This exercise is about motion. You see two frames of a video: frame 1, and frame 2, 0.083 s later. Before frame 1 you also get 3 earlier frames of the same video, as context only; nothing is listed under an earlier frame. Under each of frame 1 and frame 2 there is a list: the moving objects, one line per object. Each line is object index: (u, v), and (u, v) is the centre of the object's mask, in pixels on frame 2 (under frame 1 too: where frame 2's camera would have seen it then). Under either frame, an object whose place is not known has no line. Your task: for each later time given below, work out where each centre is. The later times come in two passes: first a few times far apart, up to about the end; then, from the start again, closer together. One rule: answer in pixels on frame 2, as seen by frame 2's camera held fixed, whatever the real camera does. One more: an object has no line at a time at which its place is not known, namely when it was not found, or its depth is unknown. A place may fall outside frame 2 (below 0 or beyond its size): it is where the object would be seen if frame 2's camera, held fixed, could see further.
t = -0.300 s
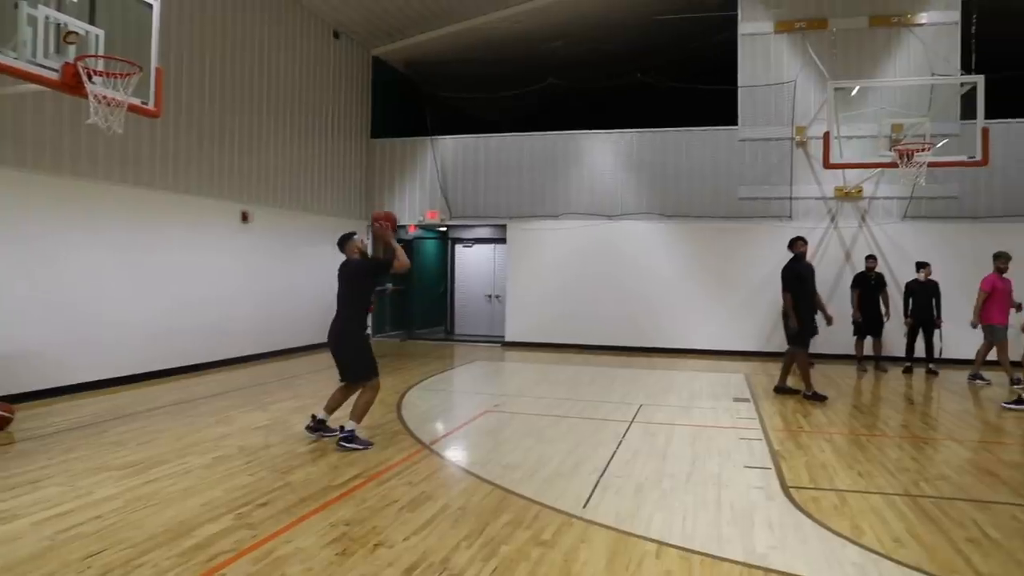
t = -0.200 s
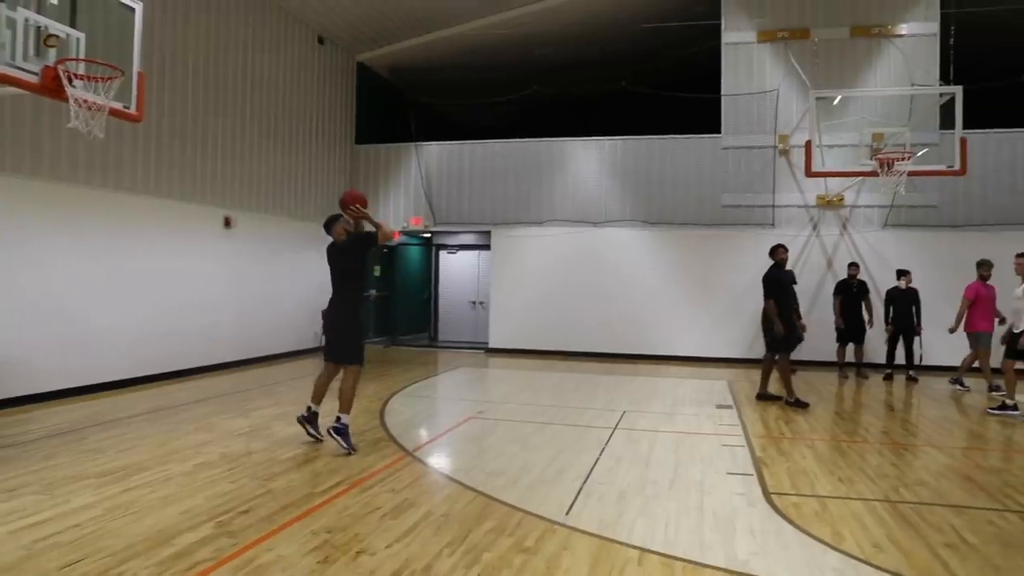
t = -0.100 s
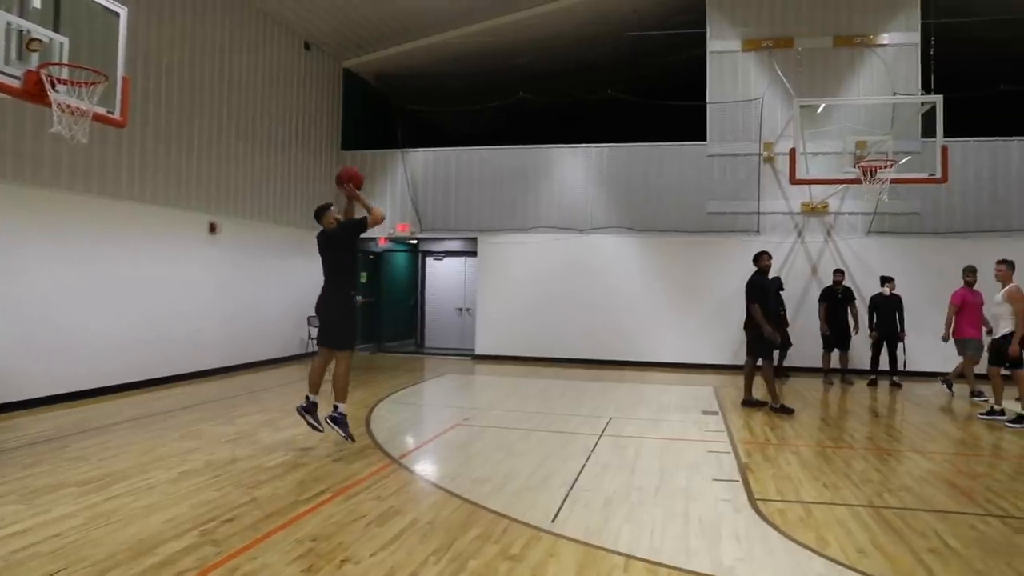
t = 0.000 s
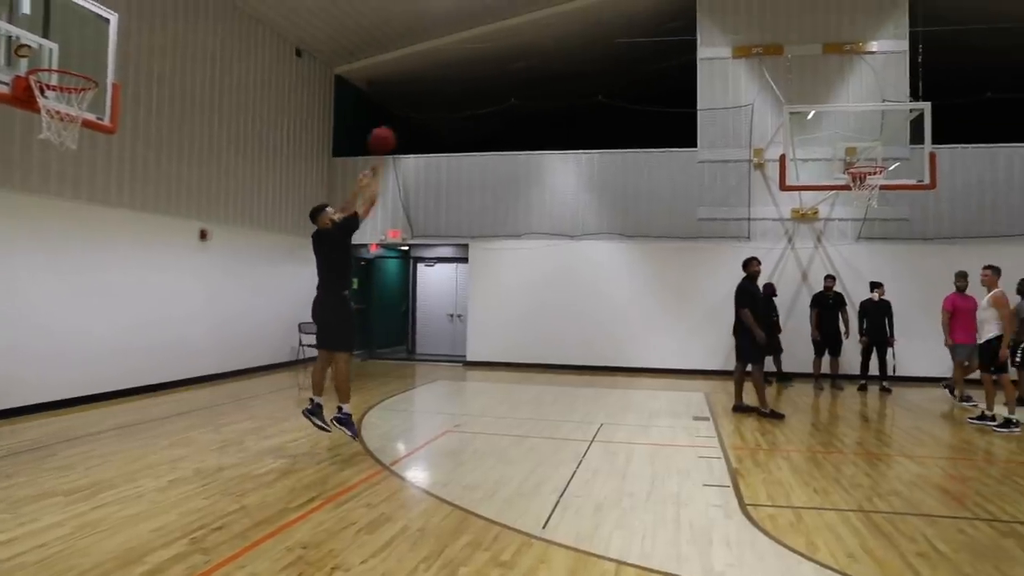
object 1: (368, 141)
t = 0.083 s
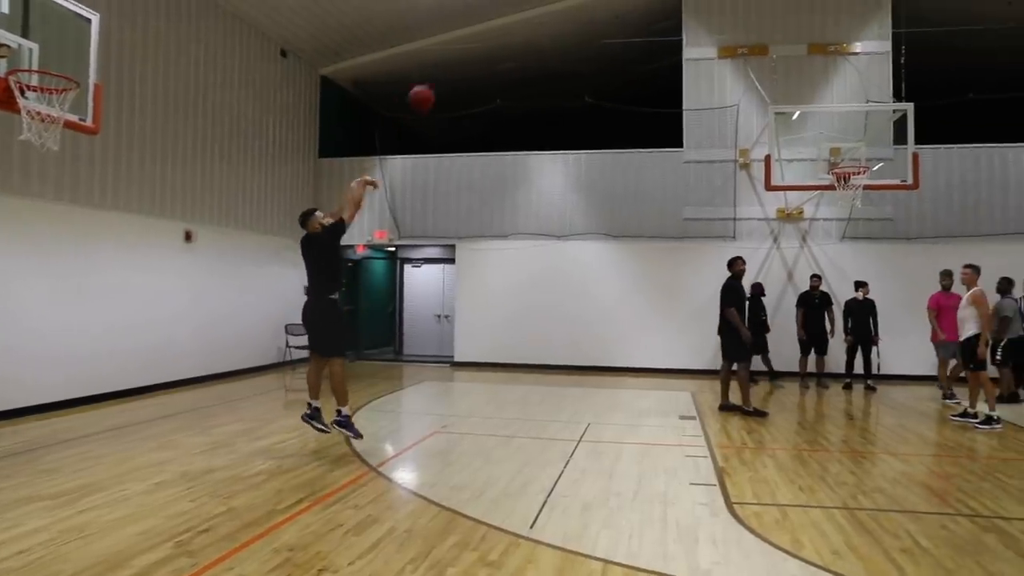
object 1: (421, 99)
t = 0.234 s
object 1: (505, 49)
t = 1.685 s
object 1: (681, 202)
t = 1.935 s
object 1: (592, 333)
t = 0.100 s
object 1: (431, 91)
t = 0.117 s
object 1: (441, 86)
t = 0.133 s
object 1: (451, 78)
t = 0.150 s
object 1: (461, 72)
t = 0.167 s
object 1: (470, 65)
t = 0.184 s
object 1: (479, 61)
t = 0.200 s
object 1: (488, 57)
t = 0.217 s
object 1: (497, 53)
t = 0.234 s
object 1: (505, 49)
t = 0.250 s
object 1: (515, 45)
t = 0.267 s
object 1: (523, 41)
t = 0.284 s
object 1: (531, 38)
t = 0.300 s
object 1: (540, 35)
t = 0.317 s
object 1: (547, 33)
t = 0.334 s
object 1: (555, 32)
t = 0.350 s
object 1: (564, 29)
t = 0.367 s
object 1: (571, 28)
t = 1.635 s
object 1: (697, 186)
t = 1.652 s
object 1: (692, 190)
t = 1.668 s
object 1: (686, 196)
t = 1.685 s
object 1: (681, 202)
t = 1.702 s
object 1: (676, 207)
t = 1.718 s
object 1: (670, 214)
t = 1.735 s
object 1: (665, 221)
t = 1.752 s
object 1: (659, 228)
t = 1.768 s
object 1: (653, 235)
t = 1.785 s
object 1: (647, 243)
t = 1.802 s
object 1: (642, 251)
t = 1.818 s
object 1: (636, 260)
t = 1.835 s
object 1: (630, 268)
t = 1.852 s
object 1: (624, 278)
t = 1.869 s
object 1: (618, 288)
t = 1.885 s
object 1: (611, 299)
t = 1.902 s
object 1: (605, 310)
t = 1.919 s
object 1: (599, 321)
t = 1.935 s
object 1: (592, 333)
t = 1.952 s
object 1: (585, 345)
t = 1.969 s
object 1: (578, 359)
